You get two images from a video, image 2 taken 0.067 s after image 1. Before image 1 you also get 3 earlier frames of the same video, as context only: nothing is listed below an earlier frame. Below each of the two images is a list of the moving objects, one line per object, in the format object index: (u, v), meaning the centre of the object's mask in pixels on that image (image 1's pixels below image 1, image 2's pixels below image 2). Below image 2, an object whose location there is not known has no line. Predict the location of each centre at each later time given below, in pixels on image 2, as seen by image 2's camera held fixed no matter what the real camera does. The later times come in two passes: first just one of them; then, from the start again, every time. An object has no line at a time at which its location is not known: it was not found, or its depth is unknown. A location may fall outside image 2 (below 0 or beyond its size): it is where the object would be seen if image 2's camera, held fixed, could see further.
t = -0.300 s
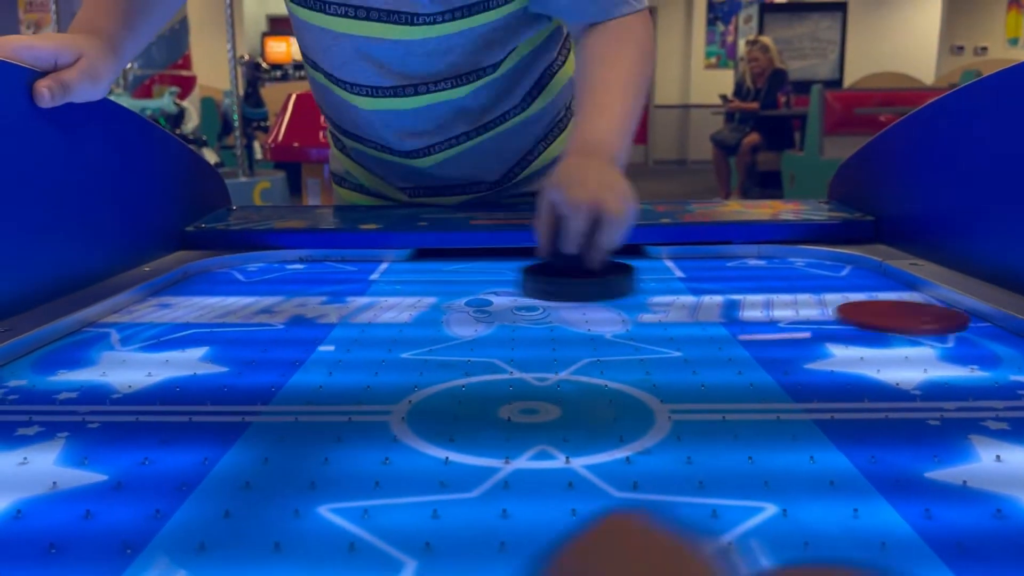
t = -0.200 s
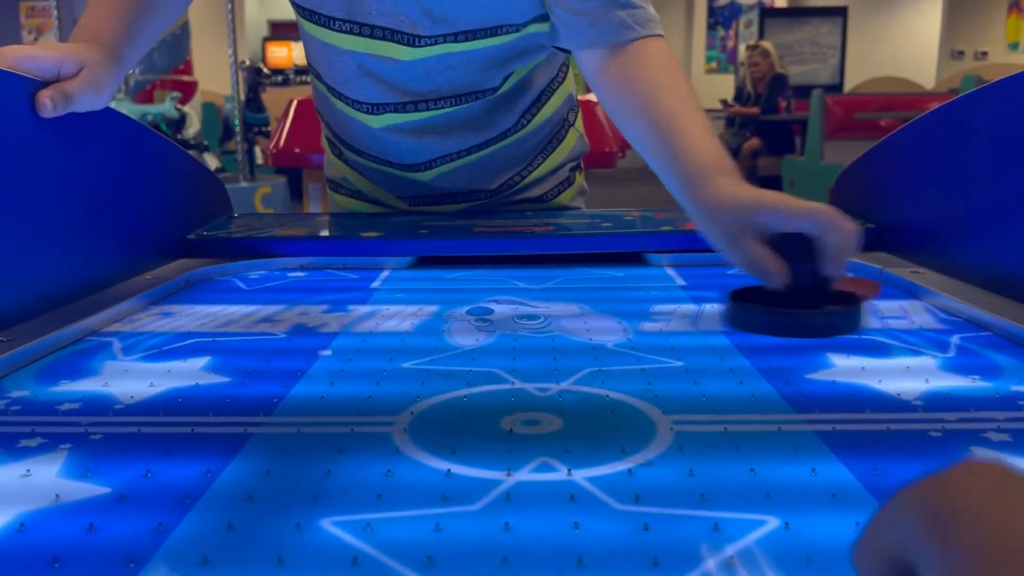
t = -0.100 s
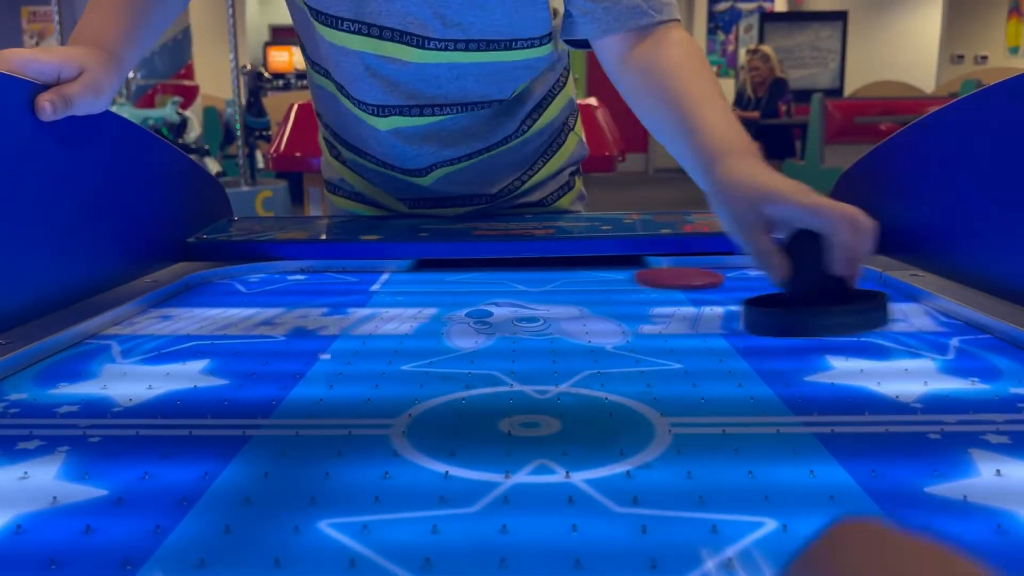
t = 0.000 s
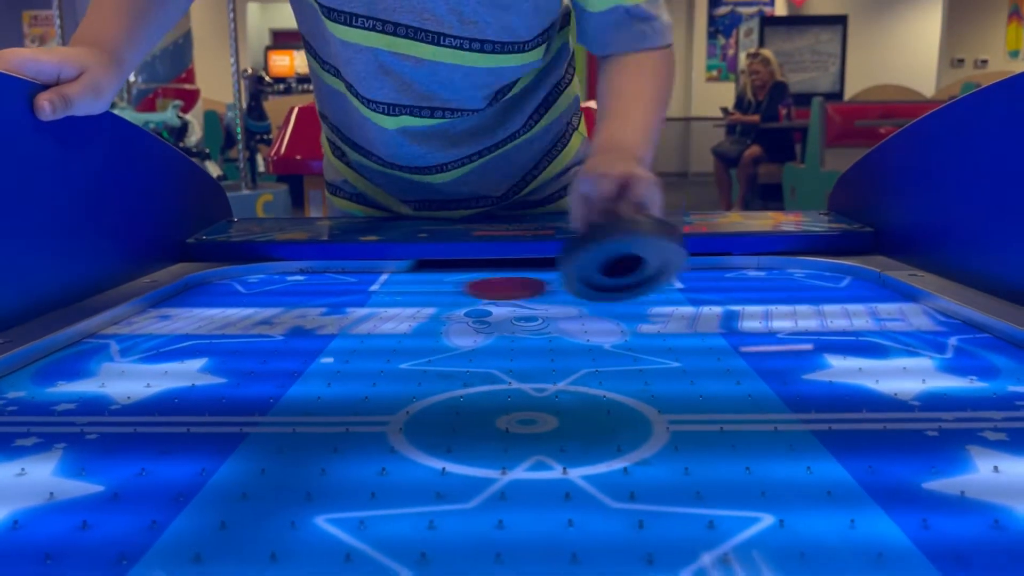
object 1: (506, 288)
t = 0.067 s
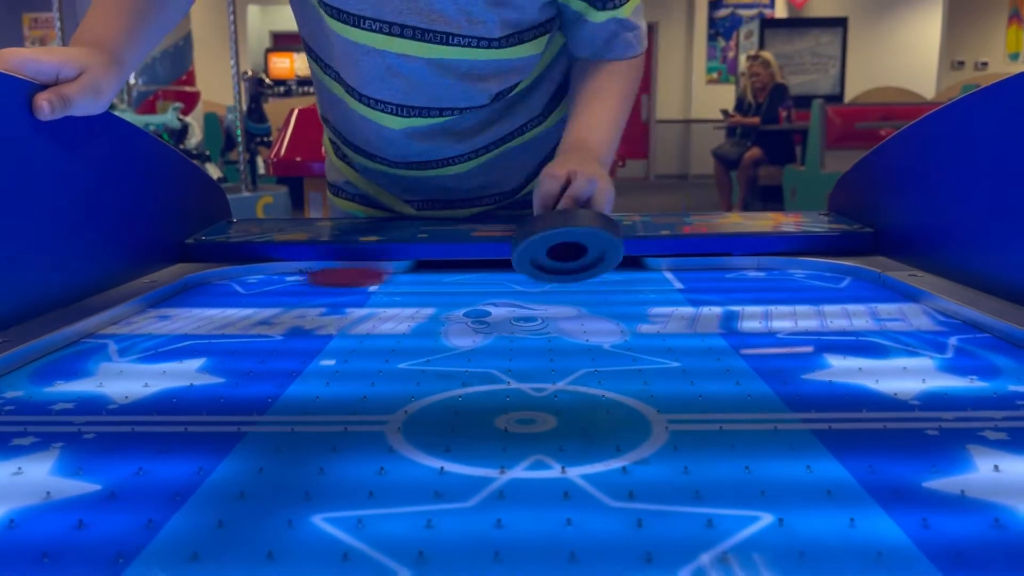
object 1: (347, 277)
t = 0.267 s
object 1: (384, 339)
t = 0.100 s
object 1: (262, 284)
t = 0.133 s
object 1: (250, 292)
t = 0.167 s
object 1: (279, 302)
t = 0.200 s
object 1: (309, 313)
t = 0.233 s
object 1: (345, 325)
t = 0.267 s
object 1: (384, 339)
